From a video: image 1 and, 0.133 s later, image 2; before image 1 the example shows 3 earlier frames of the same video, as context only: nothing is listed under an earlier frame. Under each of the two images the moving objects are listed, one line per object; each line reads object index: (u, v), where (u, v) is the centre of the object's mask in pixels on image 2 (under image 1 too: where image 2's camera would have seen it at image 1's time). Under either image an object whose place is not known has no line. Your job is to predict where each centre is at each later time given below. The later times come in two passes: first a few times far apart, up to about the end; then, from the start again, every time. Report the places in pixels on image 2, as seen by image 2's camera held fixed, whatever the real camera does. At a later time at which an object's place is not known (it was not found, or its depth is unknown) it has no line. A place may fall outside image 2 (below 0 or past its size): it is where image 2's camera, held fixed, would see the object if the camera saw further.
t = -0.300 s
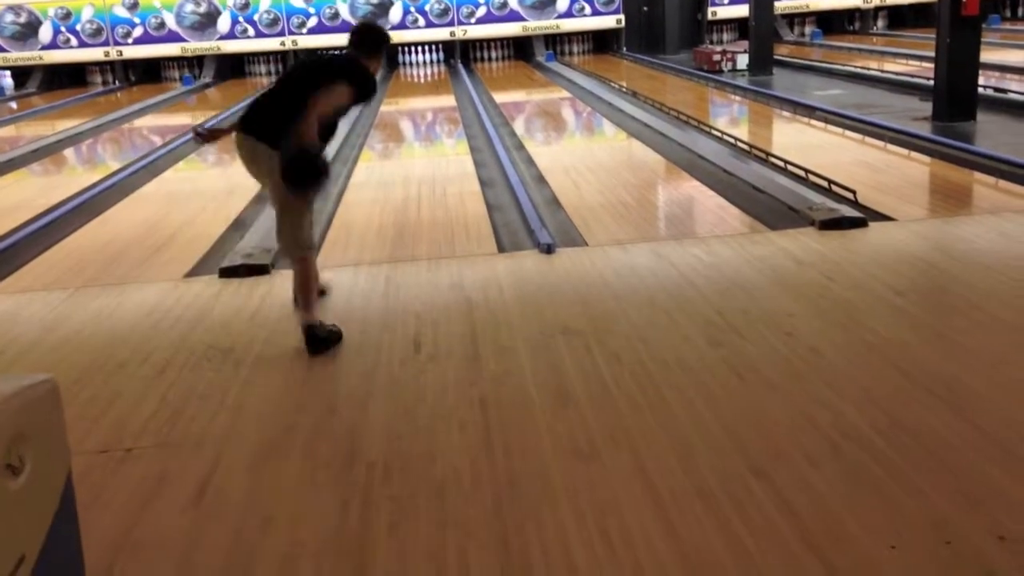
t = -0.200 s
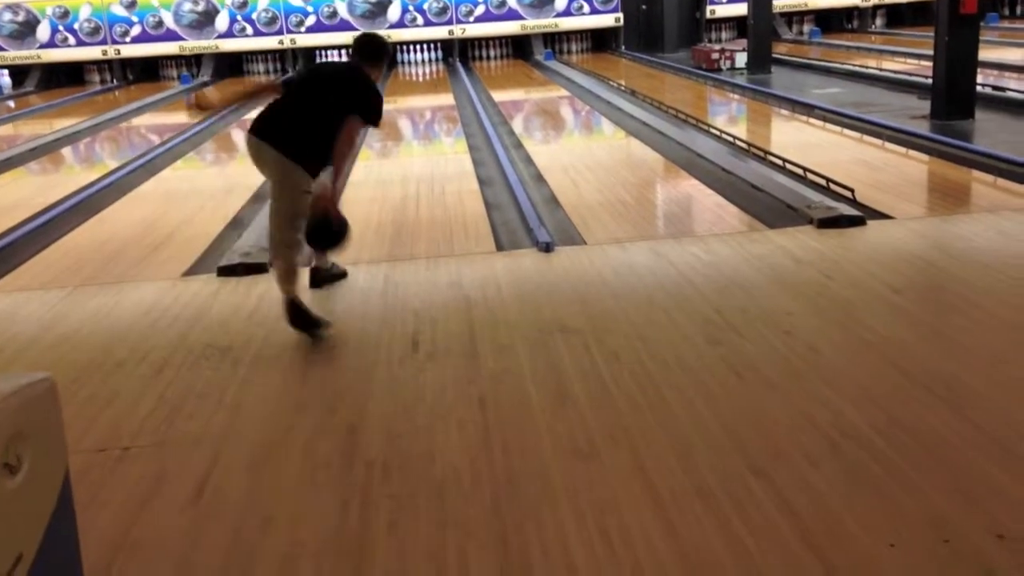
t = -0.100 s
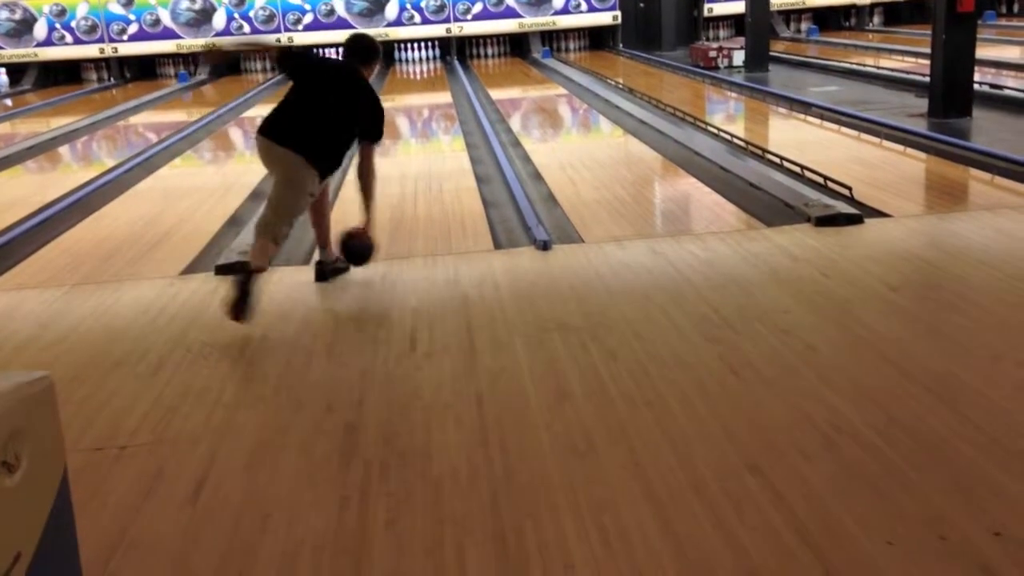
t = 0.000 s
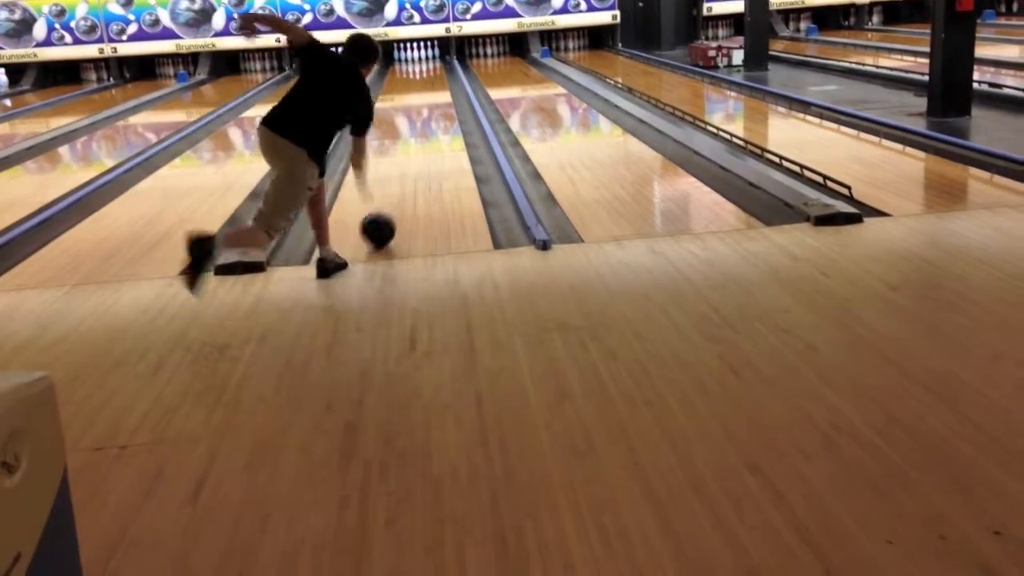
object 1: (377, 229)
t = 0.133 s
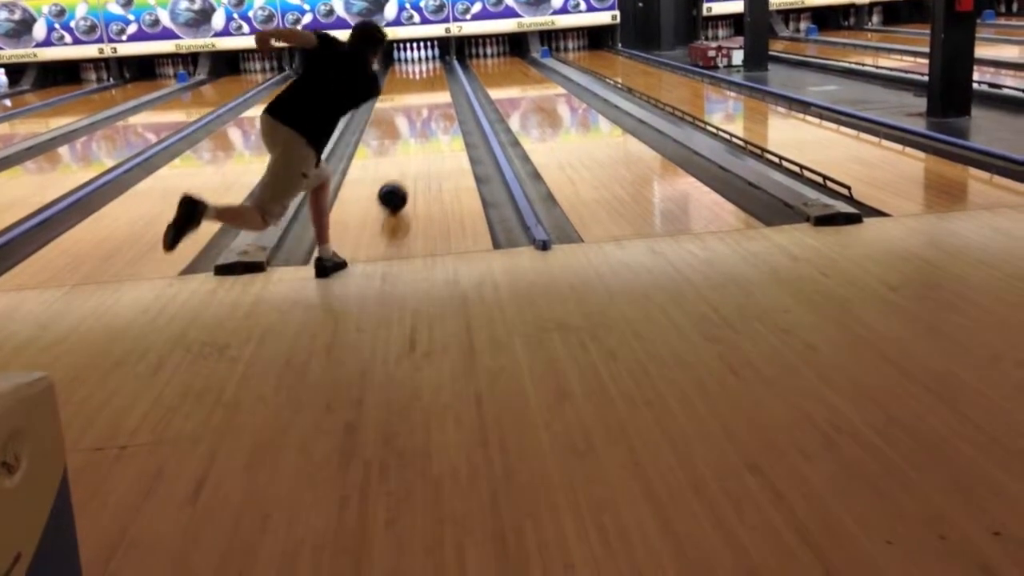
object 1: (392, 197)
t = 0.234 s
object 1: (400, 177)
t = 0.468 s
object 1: (414, 144)
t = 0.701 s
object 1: (422, 122)
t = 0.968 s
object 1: (428, 103)
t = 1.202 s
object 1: (431, 89)
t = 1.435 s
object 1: (432, 79)
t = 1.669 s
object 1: (432, 71)
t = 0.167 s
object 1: (395, 190)
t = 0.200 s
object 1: (398, 183)
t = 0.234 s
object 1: (400, 177)
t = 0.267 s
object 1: (403, 172)
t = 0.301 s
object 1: (405, 166)
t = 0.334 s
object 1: (407, 161)
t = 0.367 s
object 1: (409, 157)
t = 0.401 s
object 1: (410, 152)
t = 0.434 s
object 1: (412, 148)
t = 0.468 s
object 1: (414, 144)
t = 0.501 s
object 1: (415, 141)
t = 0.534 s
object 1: (416, 137)
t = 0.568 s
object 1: (418, 134)
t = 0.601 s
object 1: (419, 130)
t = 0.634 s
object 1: (420, 127)
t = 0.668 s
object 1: (421, 124)
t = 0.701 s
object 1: (422, 122)
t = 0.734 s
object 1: (423, 119)
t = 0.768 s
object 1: (423, 116)
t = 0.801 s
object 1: (424, 114)
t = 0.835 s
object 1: (425, 112)
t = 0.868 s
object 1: (426, 109)
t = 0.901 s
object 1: (426, 107)
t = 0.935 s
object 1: (427, 105)
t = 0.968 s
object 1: (428, 103)
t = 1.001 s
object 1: (428, 101)
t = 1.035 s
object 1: (429, 99)
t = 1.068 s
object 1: (429, 97)
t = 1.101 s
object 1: (429, 96)
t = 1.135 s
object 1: (430, 94)
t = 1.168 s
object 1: (430, 90)
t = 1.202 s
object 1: (431, 89)
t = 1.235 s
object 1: (431, 87)
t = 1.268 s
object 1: (431, 86)
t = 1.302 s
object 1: (432, 84)
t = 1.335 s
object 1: (432, 83)
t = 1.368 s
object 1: (432, 81)
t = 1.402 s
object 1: (432, 80)
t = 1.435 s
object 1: (432, 79)
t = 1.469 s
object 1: (433, 79)
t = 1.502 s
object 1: (433, 77)
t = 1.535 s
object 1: (432, 76)
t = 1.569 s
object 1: (432, 75)
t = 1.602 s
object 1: (432, 73)
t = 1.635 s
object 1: (432, 72)
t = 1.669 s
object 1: (432, 71)
